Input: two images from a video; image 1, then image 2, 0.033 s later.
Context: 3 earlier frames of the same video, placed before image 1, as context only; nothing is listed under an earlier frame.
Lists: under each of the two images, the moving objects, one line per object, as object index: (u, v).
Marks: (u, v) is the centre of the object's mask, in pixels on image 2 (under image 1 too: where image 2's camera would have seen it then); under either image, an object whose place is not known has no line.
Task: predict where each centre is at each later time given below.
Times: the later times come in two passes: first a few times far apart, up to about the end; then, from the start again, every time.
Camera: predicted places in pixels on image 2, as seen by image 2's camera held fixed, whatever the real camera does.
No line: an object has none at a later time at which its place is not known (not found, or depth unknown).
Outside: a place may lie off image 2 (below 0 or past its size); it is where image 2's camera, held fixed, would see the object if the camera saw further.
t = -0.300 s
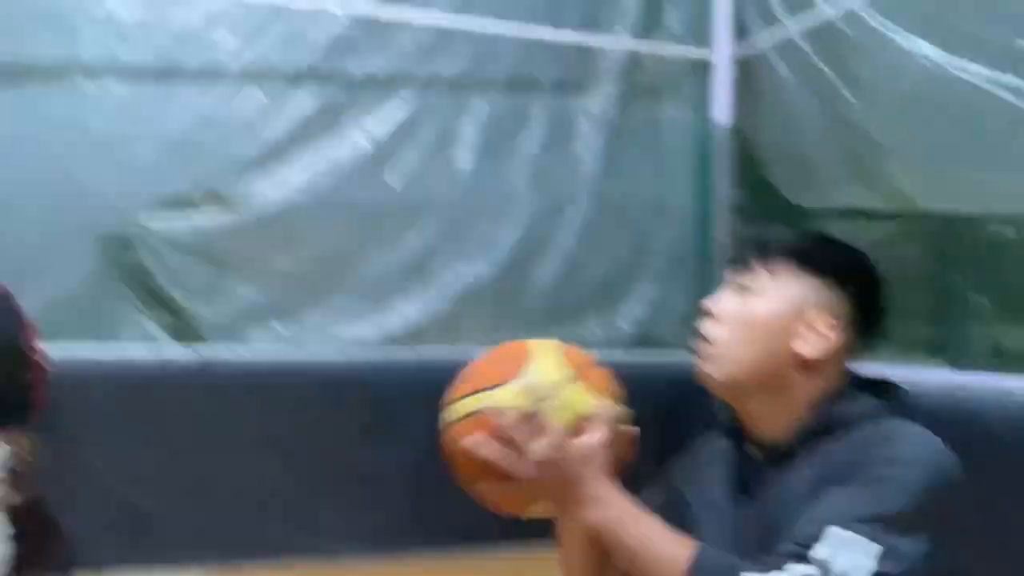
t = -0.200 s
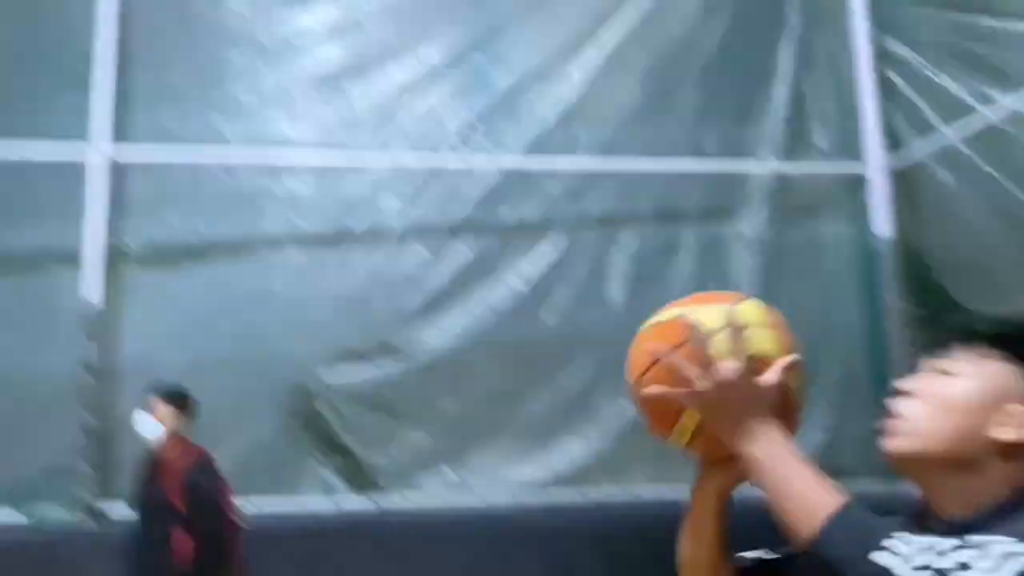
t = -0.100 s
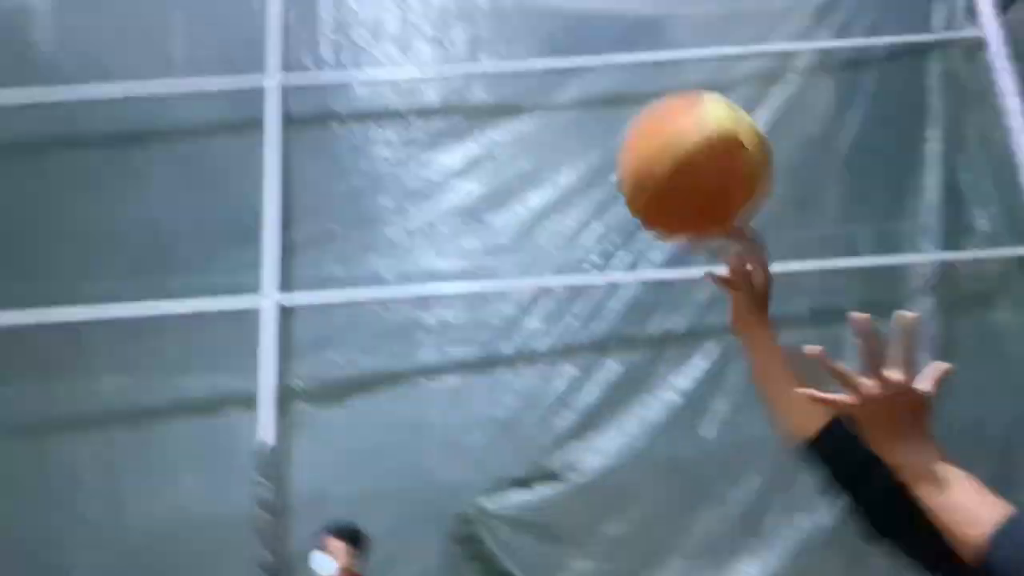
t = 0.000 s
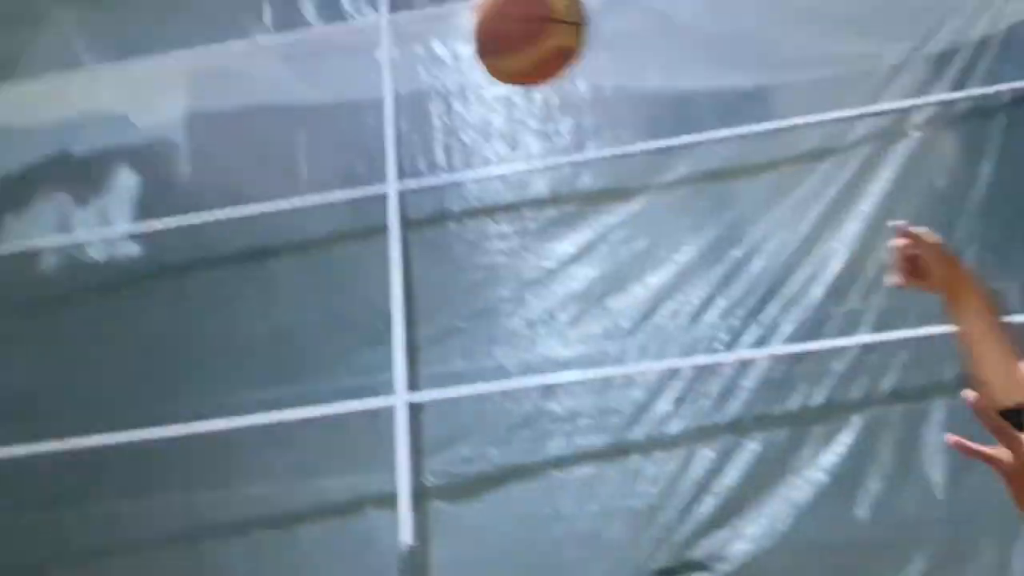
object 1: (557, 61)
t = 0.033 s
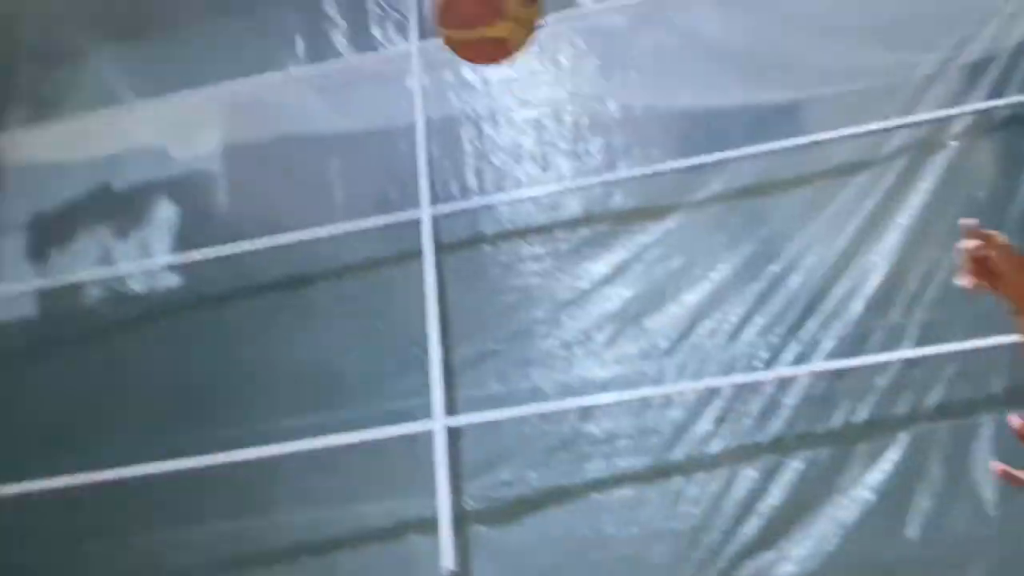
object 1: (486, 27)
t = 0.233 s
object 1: (202, -106)
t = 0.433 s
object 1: (21, -112)
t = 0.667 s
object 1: (-153, -43)
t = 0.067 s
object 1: (427, -1)
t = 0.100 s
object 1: (372, -27)
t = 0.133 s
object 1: (325, -51)
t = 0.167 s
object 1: (280, -72)
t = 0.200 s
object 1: (239, -91)
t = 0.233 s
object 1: (202, -106)
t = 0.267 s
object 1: (168, -113)
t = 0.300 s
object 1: (136, -115)
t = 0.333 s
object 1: (105, -118)
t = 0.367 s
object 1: (76, -117)
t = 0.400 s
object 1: (48, -116)
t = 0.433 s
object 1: (21, -112)
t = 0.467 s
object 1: (-5, -109)
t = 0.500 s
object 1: (-31, -101)
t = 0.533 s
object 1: (-56, -93)
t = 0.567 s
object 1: (-81, -86)
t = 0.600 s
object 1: (-105, -74)
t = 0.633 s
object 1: (-128, -57)
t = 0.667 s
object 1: (-153, -43)
